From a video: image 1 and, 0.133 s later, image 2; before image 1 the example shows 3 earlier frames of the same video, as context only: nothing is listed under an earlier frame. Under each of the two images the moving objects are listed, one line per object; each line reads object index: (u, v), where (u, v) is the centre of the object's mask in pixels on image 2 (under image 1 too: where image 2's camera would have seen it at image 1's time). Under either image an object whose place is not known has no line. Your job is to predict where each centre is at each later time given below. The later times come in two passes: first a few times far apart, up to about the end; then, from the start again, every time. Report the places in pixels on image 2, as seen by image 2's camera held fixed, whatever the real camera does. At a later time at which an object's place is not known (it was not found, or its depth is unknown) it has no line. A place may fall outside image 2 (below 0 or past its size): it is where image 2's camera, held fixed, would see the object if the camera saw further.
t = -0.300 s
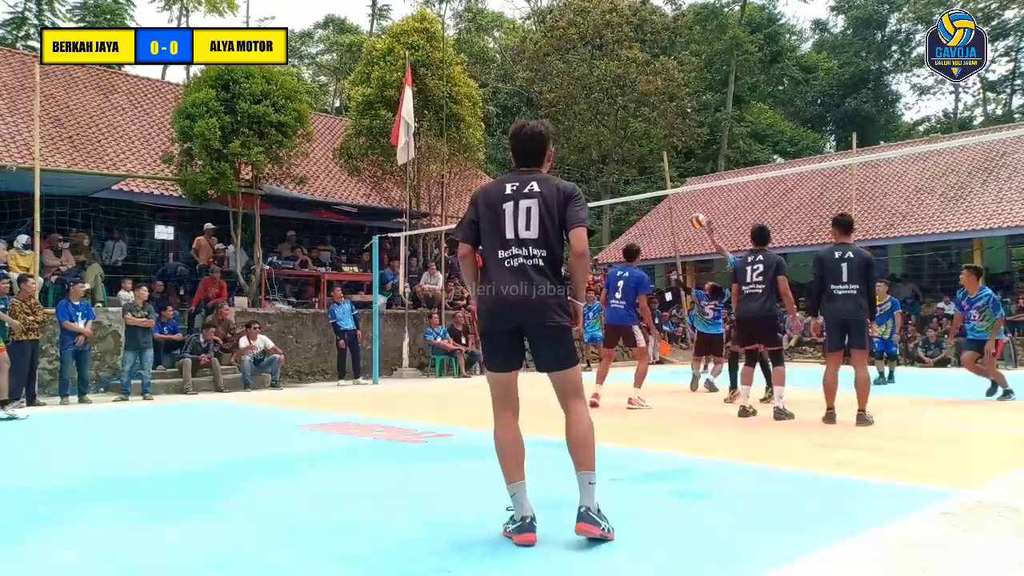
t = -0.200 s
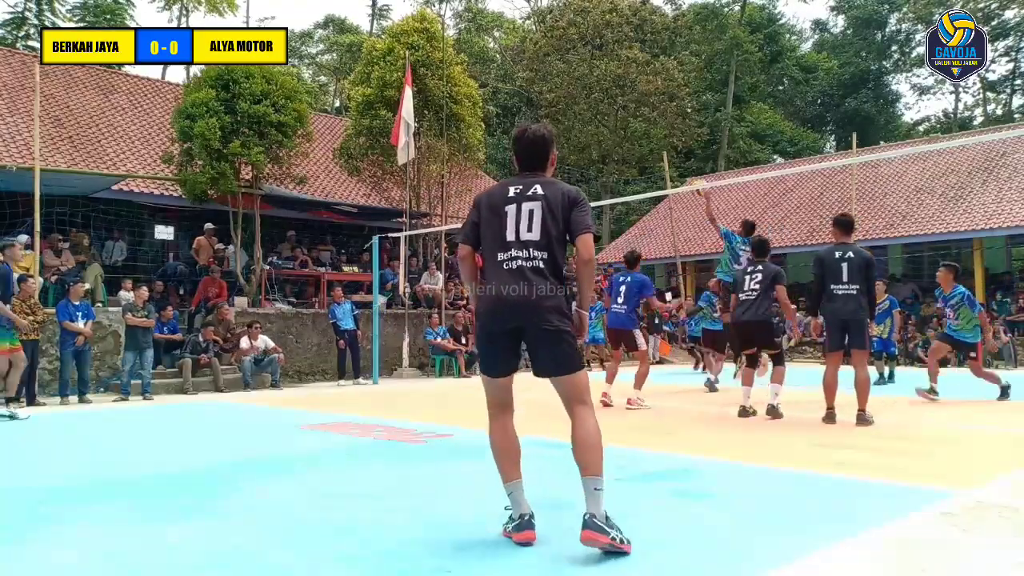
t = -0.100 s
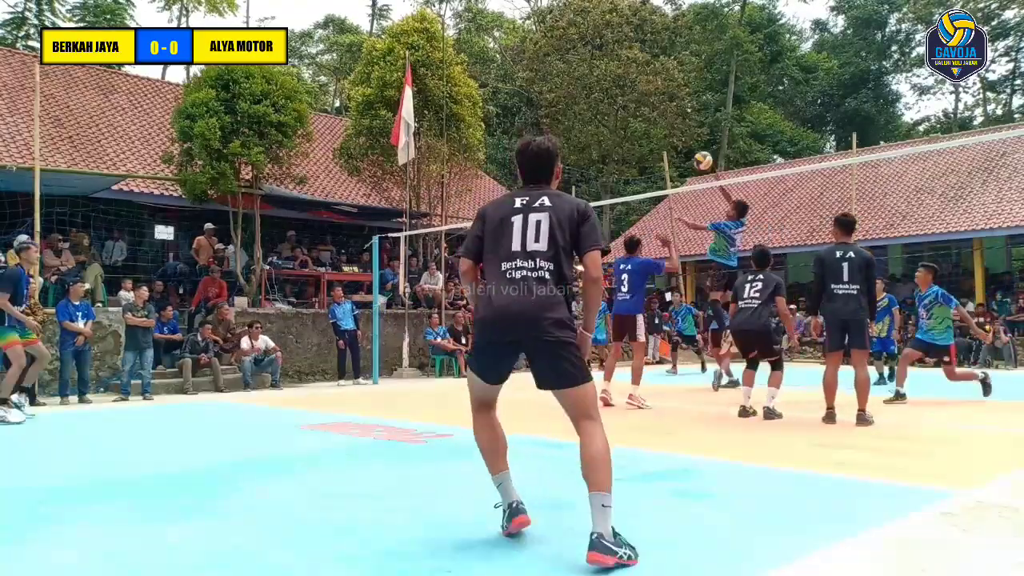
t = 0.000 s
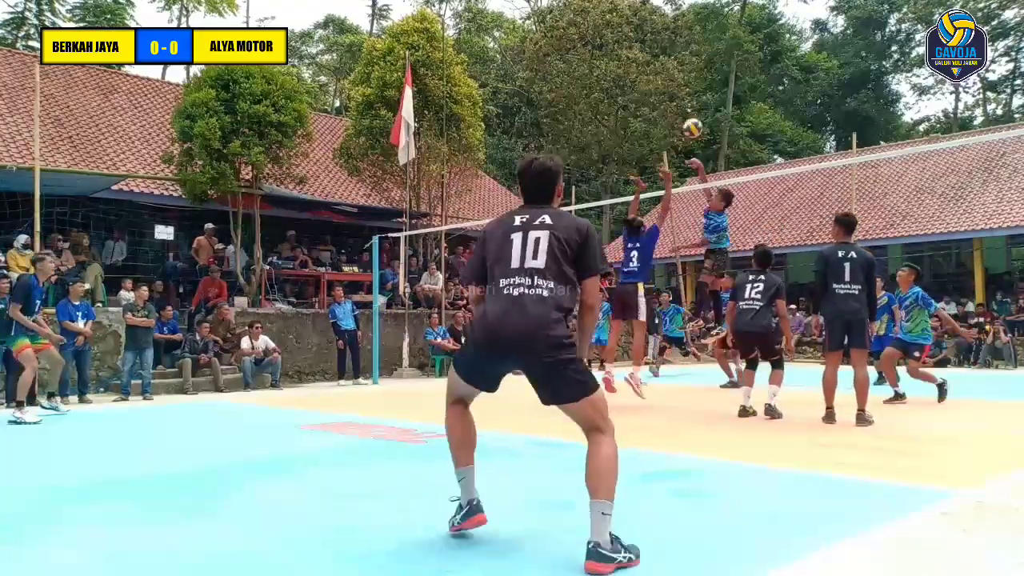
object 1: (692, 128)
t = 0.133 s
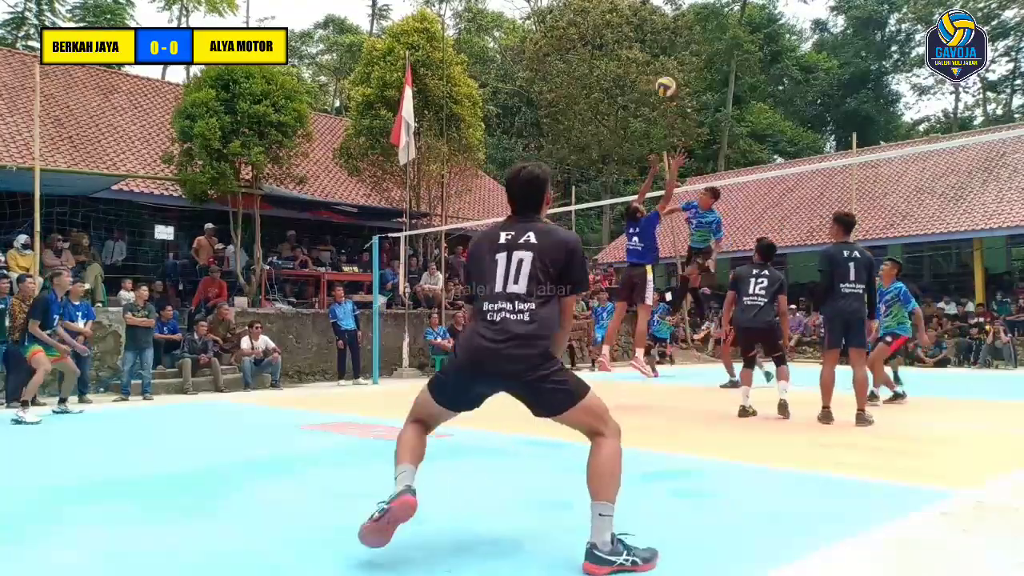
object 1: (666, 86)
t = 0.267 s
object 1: (637, 59)
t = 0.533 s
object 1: (574, 52)
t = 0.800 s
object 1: (506, 121)
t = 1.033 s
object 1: (441, 255)
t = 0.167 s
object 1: (658, 79)
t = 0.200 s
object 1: (651, 71)
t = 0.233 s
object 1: (645, 64)
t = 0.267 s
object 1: (637, 59)
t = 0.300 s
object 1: (631, 54)
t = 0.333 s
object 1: (622, 51)
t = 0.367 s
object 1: (614, 49)
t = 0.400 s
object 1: (606, 47)
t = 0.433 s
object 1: (598, 47)
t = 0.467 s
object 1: (591, 47)
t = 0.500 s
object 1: (583, 49)
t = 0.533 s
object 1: (574, 52)
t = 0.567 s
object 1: (567, 56)
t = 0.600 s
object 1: (558, 61)
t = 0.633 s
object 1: (549, 68)
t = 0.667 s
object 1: (541, 76)
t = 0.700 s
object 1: (532, 86)
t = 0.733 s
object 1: (523, 96)
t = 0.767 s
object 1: (515, 107)
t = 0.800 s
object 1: (506, 121)
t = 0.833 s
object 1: (498, 136)
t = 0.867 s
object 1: (488, 152)
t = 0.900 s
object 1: (479, 168)
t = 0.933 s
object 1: (470, 188)
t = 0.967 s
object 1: (460, 208)
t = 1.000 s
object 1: (450, 231)
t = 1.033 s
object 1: (441, 255)
